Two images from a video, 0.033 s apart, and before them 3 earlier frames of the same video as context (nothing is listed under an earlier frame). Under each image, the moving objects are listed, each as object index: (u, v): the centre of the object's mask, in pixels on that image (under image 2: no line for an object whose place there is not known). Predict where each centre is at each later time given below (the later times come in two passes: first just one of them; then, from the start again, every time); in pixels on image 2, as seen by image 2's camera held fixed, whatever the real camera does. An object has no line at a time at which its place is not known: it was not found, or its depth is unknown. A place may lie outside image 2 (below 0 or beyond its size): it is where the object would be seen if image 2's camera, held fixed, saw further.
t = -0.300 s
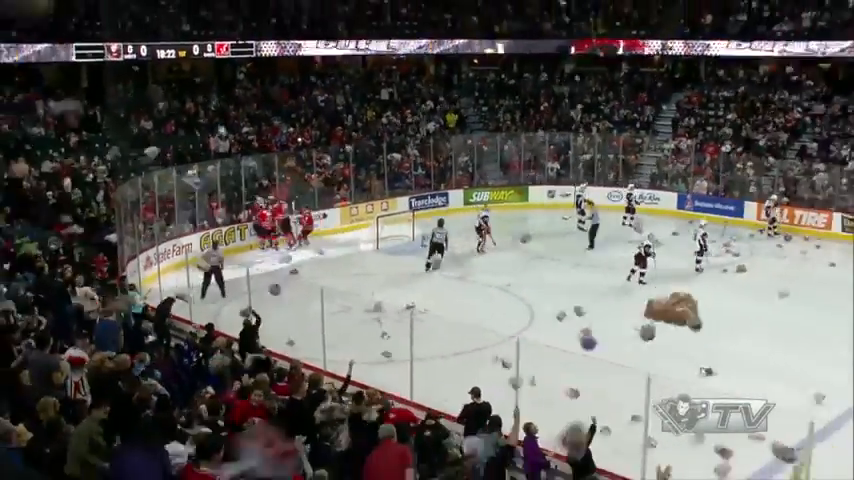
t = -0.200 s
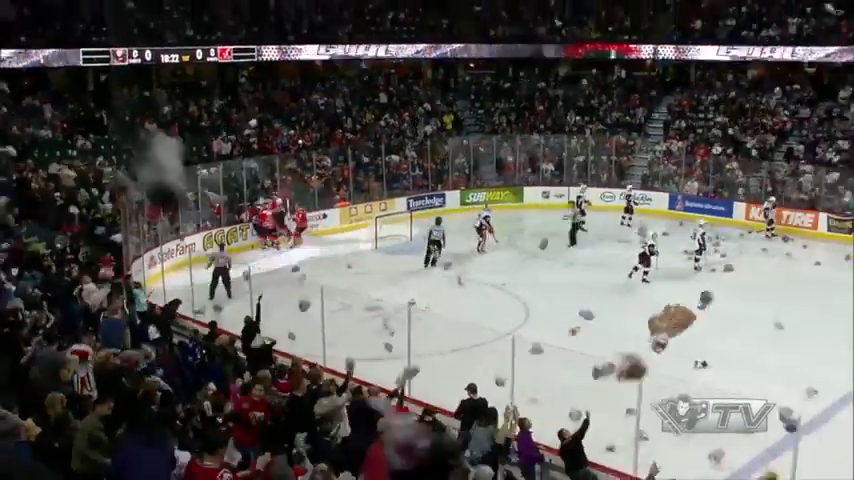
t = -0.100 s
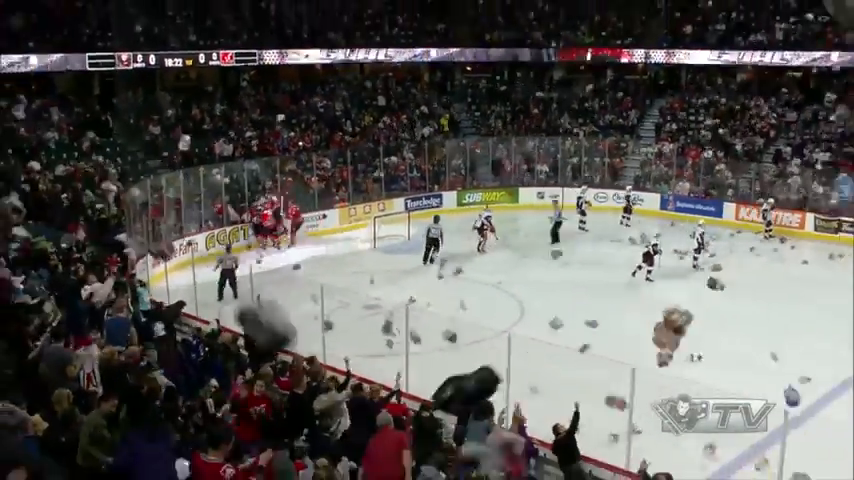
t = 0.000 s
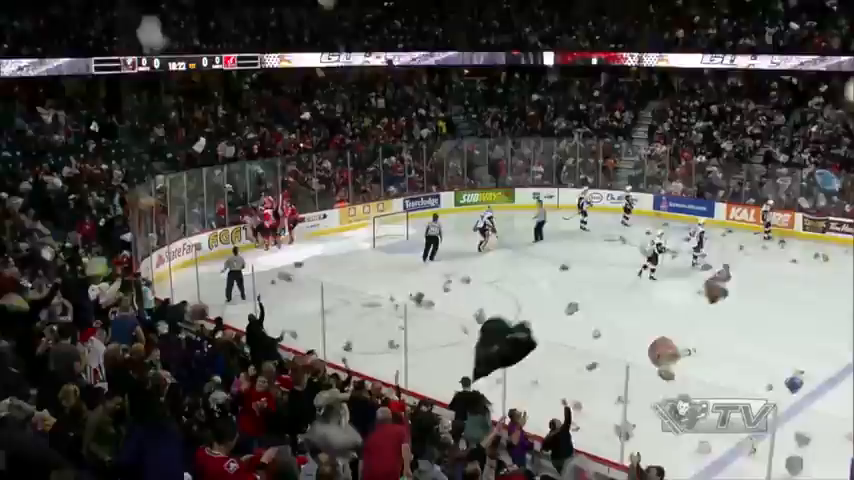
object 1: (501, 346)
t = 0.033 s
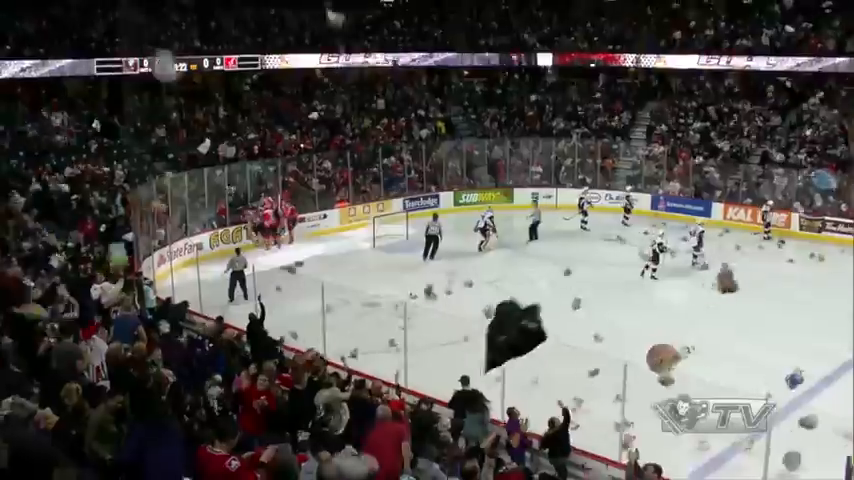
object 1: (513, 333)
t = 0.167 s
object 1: (560, 298)
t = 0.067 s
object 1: (525, 323)
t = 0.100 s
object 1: (536, 313)
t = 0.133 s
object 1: (547, 305)
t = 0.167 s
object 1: (560, 298)
